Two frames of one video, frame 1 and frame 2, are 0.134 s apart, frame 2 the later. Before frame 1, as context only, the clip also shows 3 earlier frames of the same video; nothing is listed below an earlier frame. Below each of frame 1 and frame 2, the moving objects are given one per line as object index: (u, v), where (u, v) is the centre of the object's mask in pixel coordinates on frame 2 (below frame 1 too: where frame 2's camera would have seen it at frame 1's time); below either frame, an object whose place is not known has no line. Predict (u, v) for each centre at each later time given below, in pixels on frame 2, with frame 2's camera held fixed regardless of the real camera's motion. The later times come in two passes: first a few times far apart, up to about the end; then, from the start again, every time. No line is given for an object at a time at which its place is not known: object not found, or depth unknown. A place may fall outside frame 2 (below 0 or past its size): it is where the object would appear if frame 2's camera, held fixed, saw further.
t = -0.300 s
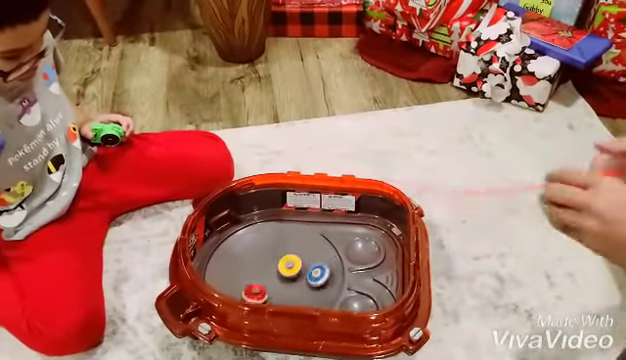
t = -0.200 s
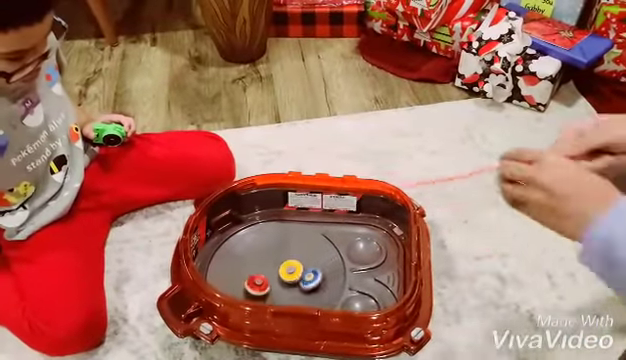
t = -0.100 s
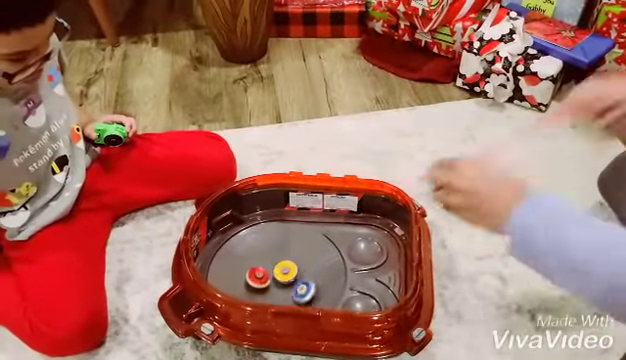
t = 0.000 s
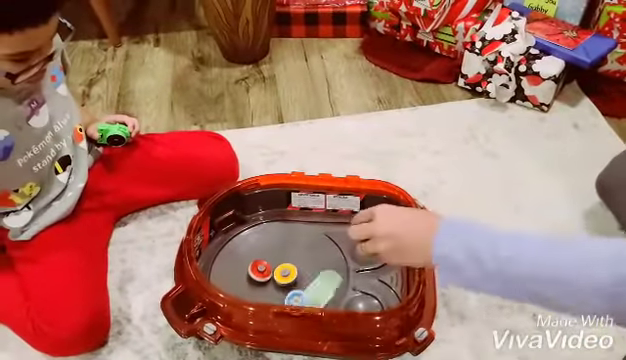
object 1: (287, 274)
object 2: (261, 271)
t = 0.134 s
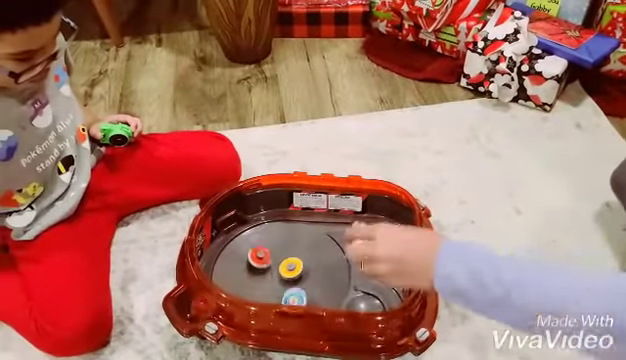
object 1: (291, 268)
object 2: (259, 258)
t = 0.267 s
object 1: (300, 266)
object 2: (252, 243)
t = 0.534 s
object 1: (307, 258)
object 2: (263, 240)
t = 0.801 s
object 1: (303, 256)
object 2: (294, 221)
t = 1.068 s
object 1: (284, 264)
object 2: (308, 255)
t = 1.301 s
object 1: (266, 264)
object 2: (309, 284)
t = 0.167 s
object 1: (294, 267)
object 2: (256, 253)
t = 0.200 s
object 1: (297, 266)
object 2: (254, 249)
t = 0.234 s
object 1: (299, 266)
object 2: (252, 246)
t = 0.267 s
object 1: (300, 266)
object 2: (252, 243)
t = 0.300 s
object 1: (301, 266)
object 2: (252, 241)
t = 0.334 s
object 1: (301, 267)
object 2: (253, 241)
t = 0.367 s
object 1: (301, 268)
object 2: (253, 240)
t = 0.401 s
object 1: (303, 265)
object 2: (254, 240)
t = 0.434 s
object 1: (306, 262)
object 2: (256, 240)
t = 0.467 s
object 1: (308, 260)
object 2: (258, 239)
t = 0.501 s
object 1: (308, 259)
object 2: (260, 240)
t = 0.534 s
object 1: (307, 258)
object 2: (263, 240)
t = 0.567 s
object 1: (306, 259)
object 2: (265, 241)
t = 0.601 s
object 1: (305, 259)
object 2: (269, 242)
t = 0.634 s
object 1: (304, 259)
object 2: (271, 243)
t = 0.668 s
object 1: (305, 258)
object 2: (274, 245)
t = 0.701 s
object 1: (305, 257)
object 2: (278, 243)
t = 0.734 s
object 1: (305, 257)
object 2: (284, 234)
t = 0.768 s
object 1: (304, 256)
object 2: (289, 227)
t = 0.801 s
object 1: (303, 256)
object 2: (294, 221)
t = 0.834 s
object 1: (301, 255)
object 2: (297, 220)
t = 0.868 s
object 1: (299, 256)
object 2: (300, 224)
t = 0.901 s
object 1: (296, 257)
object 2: (303, 228)
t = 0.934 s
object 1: (294, 258)
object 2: (304, 233)
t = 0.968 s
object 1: (292, 259)
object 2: (305, 239)
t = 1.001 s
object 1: (290, 260)
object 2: (306, 244)
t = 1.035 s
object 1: (287, 262)
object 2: (308, 250)
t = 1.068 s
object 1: (284, 264)
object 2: (308, 255)
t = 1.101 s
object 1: (281, 267)
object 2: (309, 260)
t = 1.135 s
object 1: (277, 265)
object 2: (309, 265)
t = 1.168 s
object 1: (274, 263)
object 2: (309, 270)
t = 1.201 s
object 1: (271, 262)
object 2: (309, 274)
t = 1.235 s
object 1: (269, 262)
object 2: (309, 279)
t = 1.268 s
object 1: (267, 263)
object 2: (310, 281)
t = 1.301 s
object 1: (266, 264)
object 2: (309, 284)
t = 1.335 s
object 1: (264, 266)
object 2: (307, 286)
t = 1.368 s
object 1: (263, 268)
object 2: (308, 286)
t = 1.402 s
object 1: (262, 270)
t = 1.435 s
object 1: (262, 272)
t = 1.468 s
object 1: (262, 274)
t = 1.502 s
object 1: (262, 275)
